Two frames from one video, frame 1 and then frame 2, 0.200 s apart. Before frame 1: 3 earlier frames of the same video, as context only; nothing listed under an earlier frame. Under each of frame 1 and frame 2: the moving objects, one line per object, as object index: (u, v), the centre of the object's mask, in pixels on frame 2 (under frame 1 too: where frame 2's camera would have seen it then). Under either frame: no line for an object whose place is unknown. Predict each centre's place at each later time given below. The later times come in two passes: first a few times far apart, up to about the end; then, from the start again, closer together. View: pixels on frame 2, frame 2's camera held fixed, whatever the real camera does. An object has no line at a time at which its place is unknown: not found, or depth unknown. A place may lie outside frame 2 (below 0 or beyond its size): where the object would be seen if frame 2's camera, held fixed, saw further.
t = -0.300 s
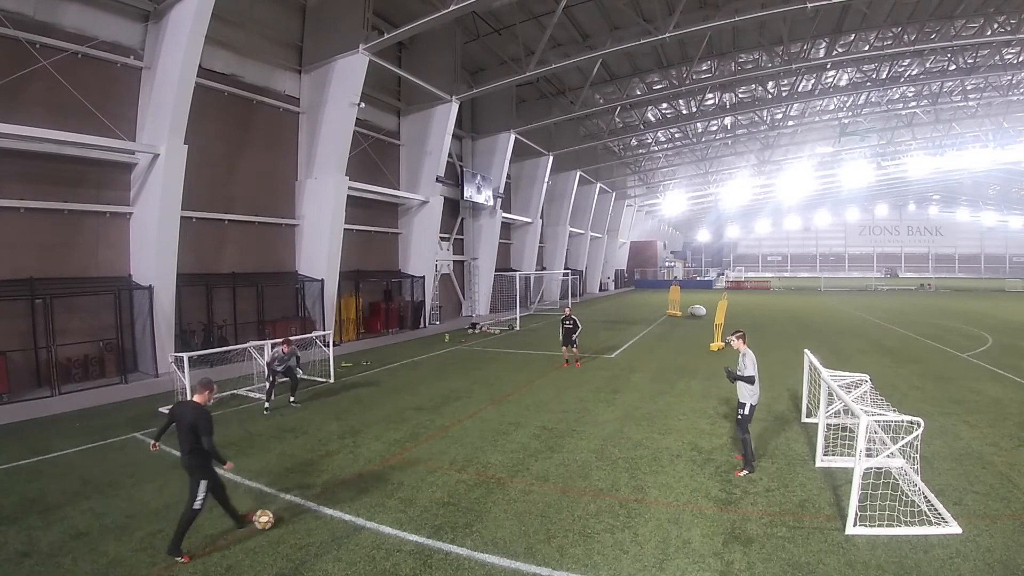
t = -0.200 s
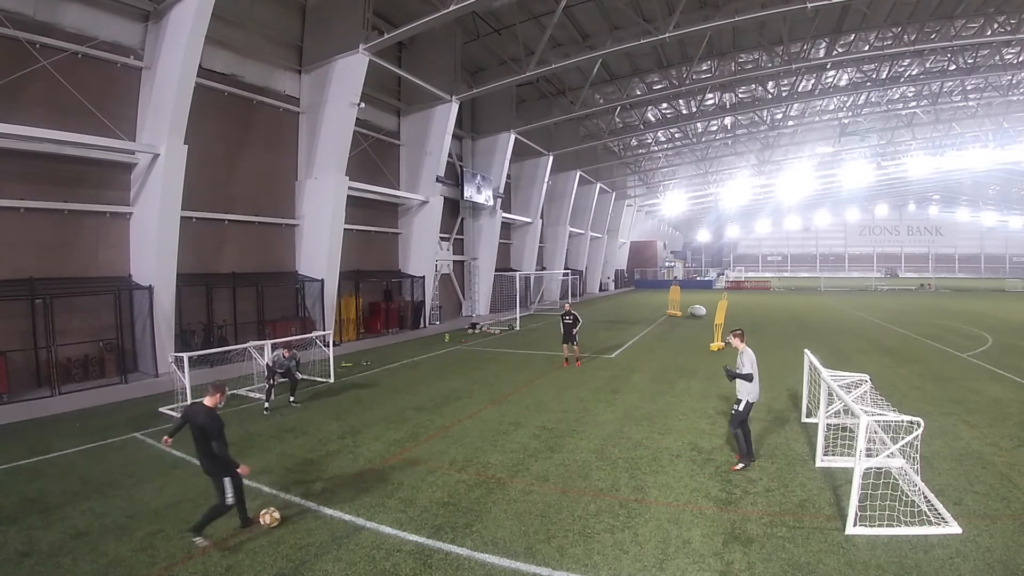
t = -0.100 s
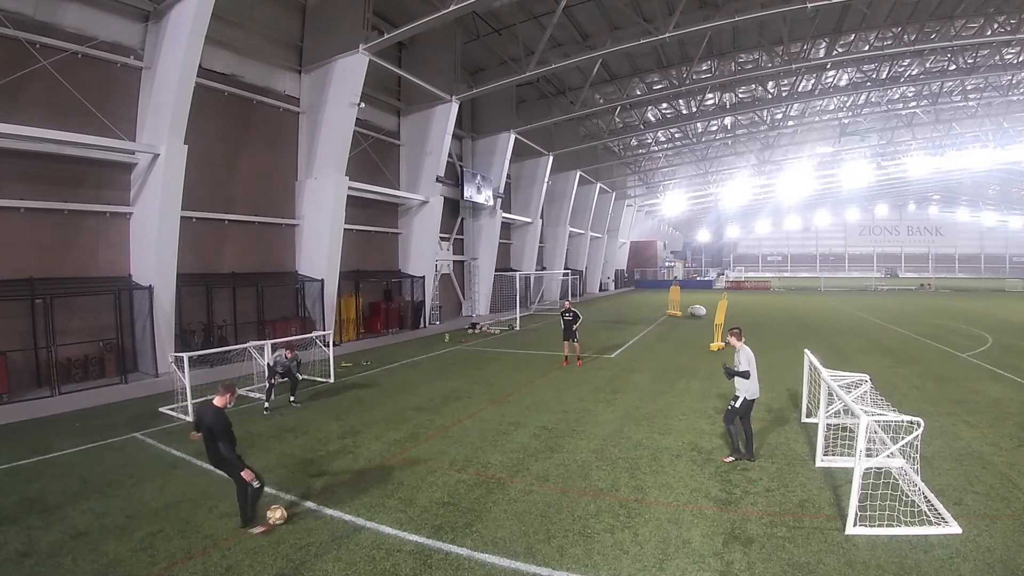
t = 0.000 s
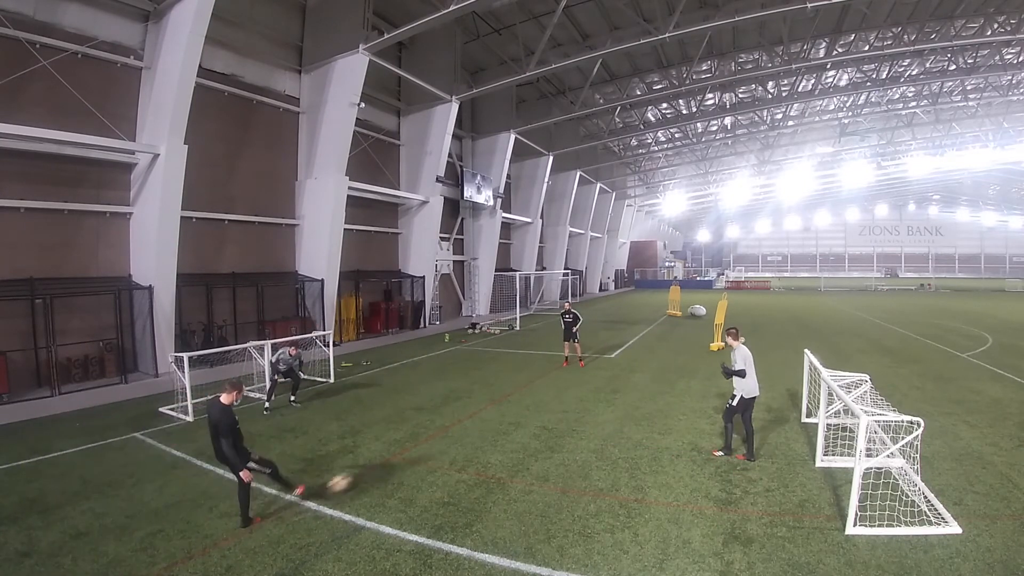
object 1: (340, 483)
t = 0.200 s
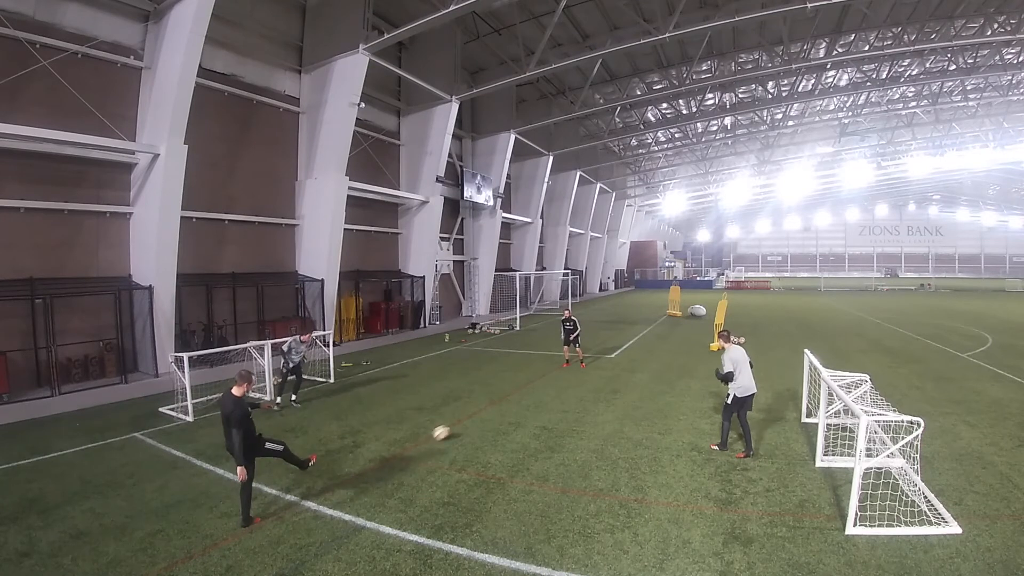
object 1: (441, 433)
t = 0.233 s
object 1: (453, 427)
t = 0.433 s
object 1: (506, 401)
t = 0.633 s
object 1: (538, 383)
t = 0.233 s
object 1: (453, 427)
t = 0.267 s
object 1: (464, 423)
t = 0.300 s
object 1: (474, 418)
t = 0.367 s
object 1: (491, 407)
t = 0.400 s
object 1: (499, 404)
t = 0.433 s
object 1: (506, 401)
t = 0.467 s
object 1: (512, 397)
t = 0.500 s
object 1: (518, 393)
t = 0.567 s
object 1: (529, 388)
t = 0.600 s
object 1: (534, 386)
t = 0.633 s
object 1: (538, 383)
